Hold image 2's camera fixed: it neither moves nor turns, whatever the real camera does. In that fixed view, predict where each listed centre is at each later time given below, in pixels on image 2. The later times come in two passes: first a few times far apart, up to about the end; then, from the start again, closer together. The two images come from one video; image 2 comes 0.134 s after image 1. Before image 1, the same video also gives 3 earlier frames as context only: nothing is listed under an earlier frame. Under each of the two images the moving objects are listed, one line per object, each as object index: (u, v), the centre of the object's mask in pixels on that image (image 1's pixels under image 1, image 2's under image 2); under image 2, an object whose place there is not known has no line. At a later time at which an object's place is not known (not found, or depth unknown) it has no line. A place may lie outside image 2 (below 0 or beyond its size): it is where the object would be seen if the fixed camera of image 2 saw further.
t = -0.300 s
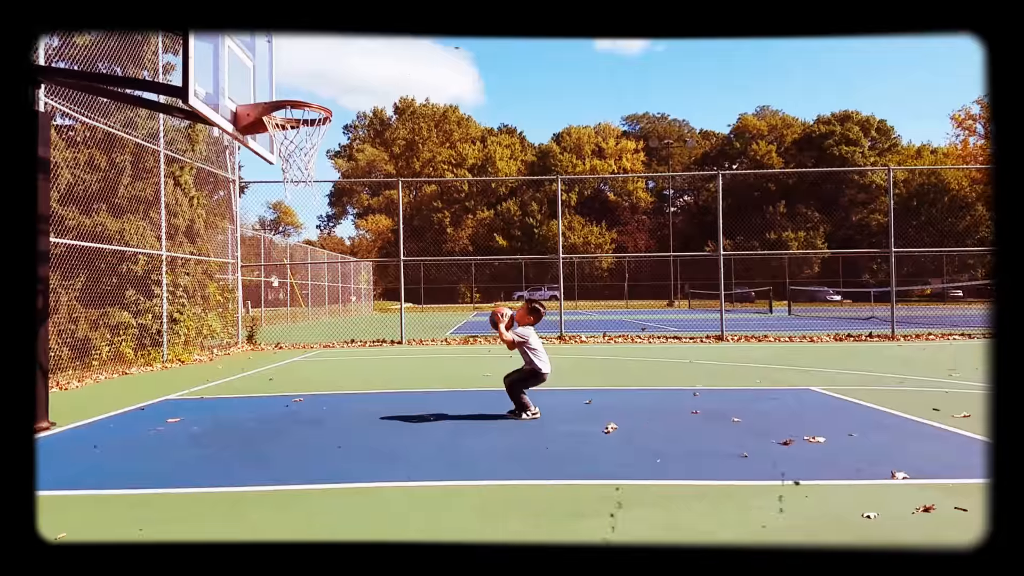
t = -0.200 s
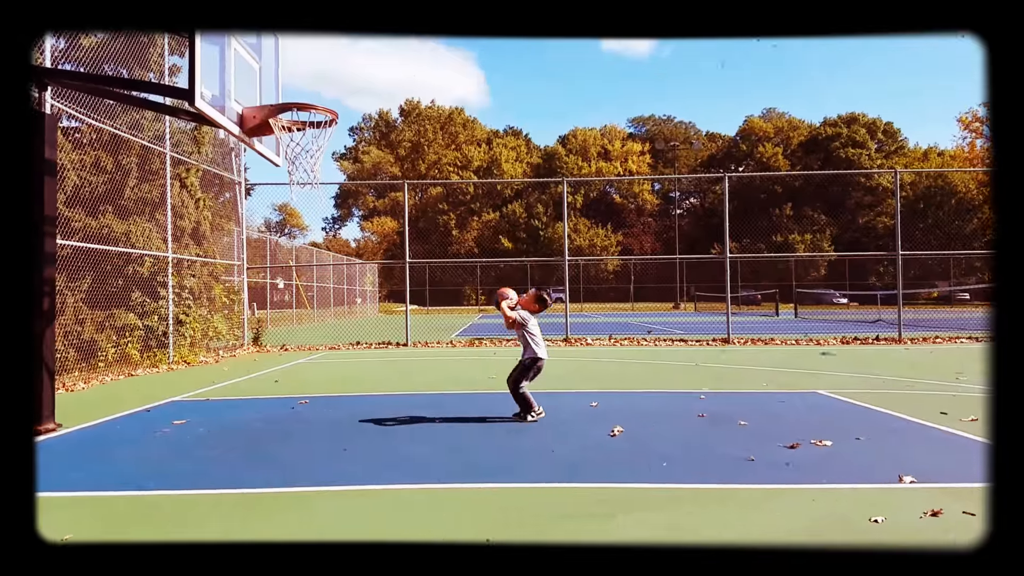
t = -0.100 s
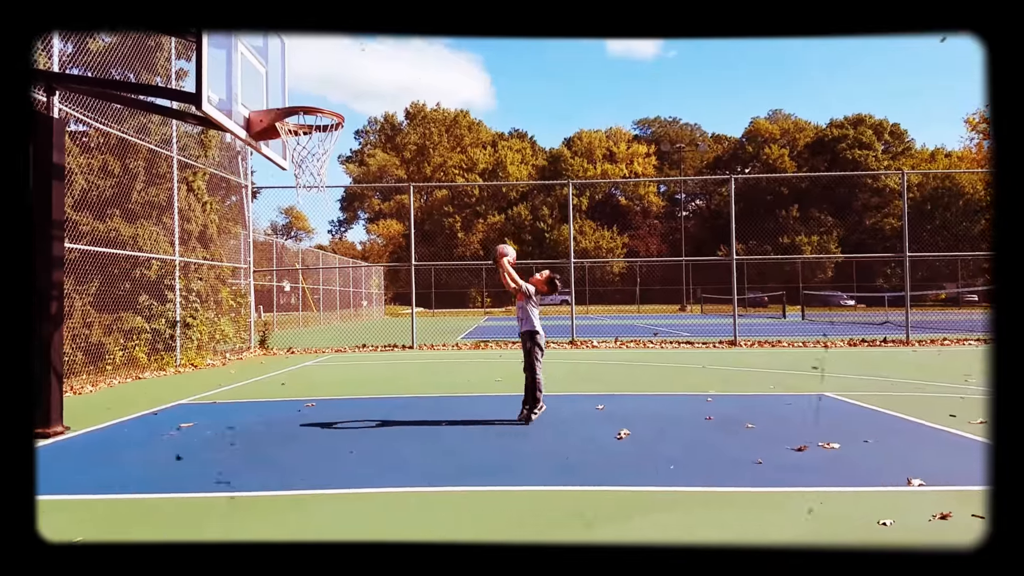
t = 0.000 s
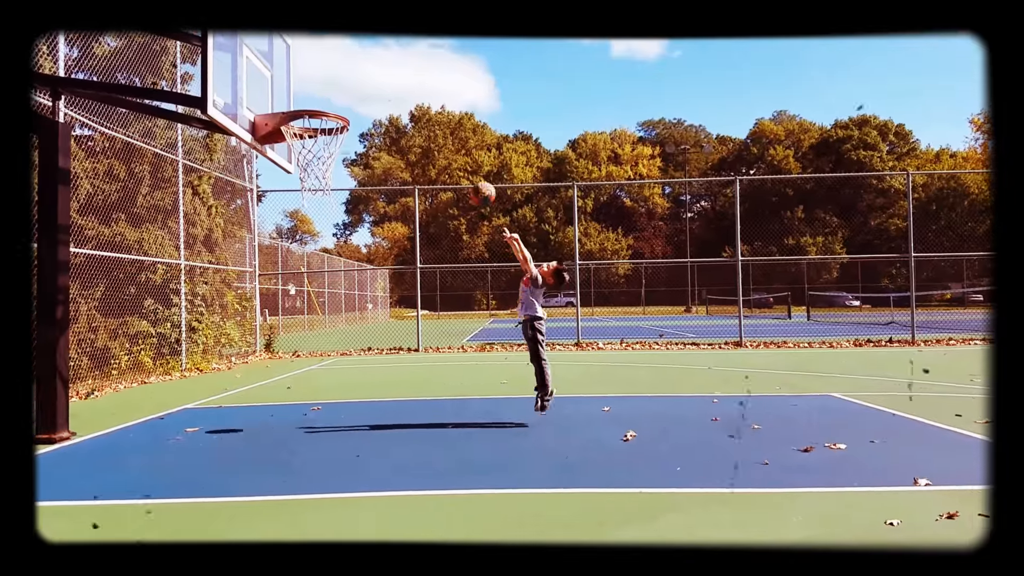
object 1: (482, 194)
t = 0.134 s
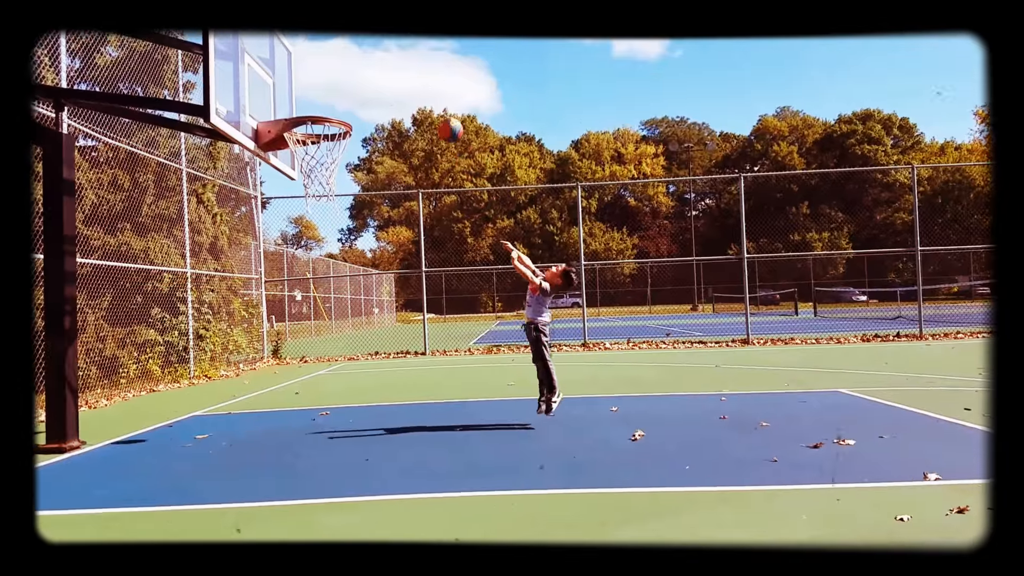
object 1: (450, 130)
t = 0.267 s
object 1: (414, 87)
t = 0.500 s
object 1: (355, 68)
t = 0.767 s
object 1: (297, 108)
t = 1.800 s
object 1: (319, 118)
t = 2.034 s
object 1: (292, 156)
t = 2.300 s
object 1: (316, 216)
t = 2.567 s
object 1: (346, 373)
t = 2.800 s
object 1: (366, 338)
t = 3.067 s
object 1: (387, 281)
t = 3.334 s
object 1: (413, 323)
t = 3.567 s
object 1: (439, 409)
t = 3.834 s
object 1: (462, 338)
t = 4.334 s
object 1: (516, 390)
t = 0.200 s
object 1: (432, 106)
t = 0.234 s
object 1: (423, 96)
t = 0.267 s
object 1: (414, 87)
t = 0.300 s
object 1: (406, 80)
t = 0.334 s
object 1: (397, 74)
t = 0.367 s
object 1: (388, 70)
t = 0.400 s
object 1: (380, 67)
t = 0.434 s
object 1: (372, 66)
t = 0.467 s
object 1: (363, 66)
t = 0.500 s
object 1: (355, 68)
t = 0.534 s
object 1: (346, 71)
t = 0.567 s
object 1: (338, 76)
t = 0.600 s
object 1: (331, 82)
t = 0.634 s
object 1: (322, 91)
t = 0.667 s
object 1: (314, 100)
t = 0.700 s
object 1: (306, 108)
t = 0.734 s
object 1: (304, 121)
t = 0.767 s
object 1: (297, 108)
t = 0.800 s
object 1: (295, 99)
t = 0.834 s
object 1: (293, 90)
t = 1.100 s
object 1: (278, 74)
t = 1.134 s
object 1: (280, 77)
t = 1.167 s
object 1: (281, 81)
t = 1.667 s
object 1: (330, 103)
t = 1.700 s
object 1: (334, 109)
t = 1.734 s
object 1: (334, 111)
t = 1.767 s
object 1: (326, 115)
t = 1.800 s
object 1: (319, 118)
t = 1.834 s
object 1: (313, 125)
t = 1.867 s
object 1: (307, 131)
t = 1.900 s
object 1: (300, 135)
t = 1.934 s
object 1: (294, 142)
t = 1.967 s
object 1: (291, 145)
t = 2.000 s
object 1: (291, 151)
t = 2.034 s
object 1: (292, 156)
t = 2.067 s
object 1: (294, 162)
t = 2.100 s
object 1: (296, 168)
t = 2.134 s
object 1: (300, 173)
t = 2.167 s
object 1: (302, 177)
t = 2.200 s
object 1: (305, 184)
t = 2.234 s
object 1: (308, 194)
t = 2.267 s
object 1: (313, 203)
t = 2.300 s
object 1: (316, 216)
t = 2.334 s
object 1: (320, 229)
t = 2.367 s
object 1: (324, 245)
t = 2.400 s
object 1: (328, 261)
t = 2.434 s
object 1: (332, 280)
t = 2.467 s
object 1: (337, 300)
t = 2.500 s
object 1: (339, 323)
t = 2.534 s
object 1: (343, 346)
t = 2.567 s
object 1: (346, 373)
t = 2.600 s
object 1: (349, 400)
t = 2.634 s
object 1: (352, 423)
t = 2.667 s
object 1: (355, 403)
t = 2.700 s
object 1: (358, 384)
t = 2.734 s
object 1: (361, 367)
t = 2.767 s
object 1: (363, 352)
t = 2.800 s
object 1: (366, 338)
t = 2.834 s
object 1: (369, 326)
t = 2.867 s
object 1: (371, 314)
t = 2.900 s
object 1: (374, 305)
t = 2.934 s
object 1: (377, 298)
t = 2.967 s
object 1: (380, 291)
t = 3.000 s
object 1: (382, 286)
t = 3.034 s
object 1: (385, 283)
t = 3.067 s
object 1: (387, 281)
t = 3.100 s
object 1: (390, 280)
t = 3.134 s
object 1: (394, 281)
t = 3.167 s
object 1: (397, 284)
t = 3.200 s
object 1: (400, 288)
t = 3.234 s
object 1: (403, 295)
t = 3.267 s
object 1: (406, 302)
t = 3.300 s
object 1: (410, 312)
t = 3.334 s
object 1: (413, 323)
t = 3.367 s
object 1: (417, 335)
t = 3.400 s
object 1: (421, 350)
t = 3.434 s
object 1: (424, 367)
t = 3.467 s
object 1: (428, 385)
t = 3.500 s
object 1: (432, 405)
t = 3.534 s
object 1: (436, 425)
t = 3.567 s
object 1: (439, 409)
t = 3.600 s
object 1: (441, 395)
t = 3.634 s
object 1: (444, 382)
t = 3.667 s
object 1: (446, 371)
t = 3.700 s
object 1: (449, 361)
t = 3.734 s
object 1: (453, 353)
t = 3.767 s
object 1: (456, 347)
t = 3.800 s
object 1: (459, 342)
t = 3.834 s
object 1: (462, 338)
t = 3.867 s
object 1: (465, 337)
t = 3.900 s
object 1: (469, 337)
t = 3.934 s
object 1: (472, 338)
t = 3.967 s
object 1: (476, 342)
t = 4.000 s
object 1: (479, 347)
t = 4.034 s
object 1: (482, 353)
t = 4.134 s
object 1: (493, 384)
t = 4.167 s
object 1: (498, 398)
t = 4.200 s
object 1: (502, 414)
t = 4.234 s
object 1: (506, 421)
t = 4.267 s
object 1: (509, 410)
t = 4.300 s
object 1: (512, 399)
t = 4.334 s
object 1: (516, 390)
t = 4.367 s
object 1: (519, 383)
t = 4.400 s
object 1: (521, 378)
